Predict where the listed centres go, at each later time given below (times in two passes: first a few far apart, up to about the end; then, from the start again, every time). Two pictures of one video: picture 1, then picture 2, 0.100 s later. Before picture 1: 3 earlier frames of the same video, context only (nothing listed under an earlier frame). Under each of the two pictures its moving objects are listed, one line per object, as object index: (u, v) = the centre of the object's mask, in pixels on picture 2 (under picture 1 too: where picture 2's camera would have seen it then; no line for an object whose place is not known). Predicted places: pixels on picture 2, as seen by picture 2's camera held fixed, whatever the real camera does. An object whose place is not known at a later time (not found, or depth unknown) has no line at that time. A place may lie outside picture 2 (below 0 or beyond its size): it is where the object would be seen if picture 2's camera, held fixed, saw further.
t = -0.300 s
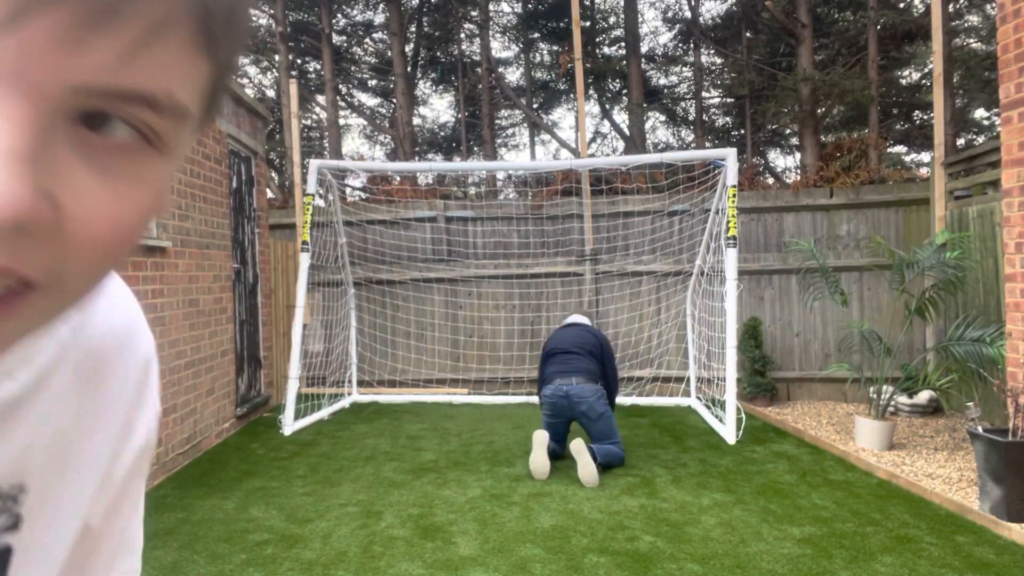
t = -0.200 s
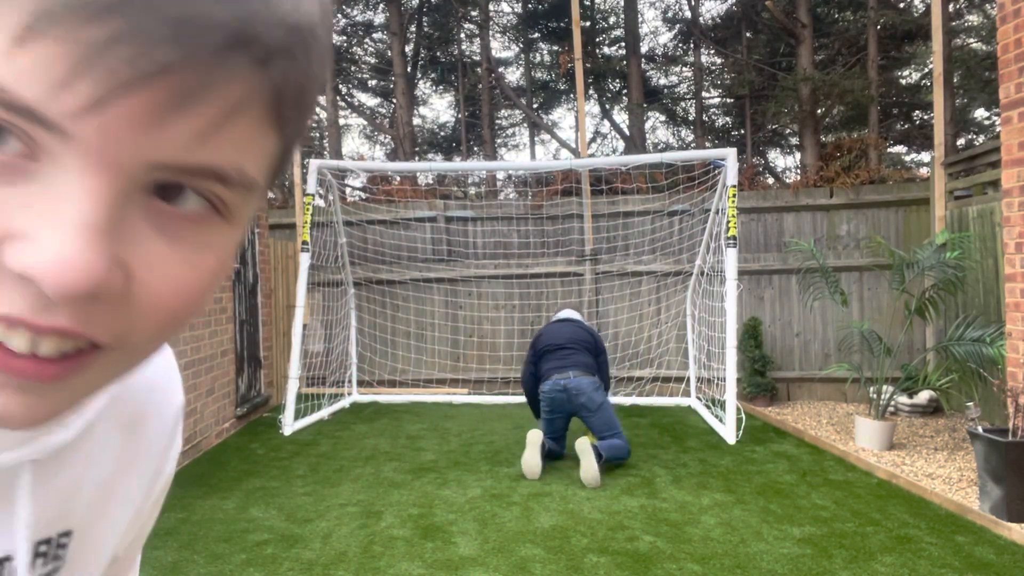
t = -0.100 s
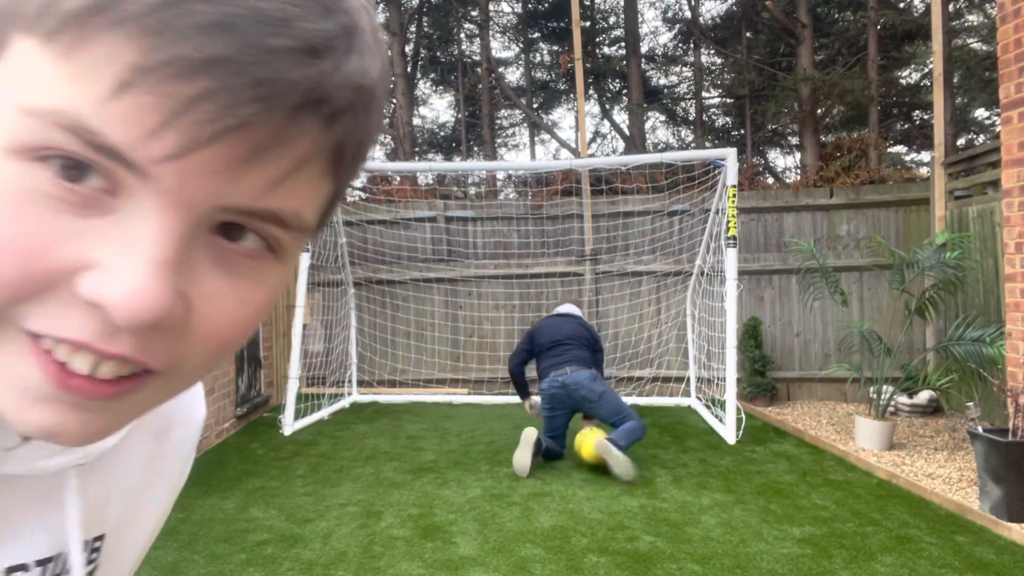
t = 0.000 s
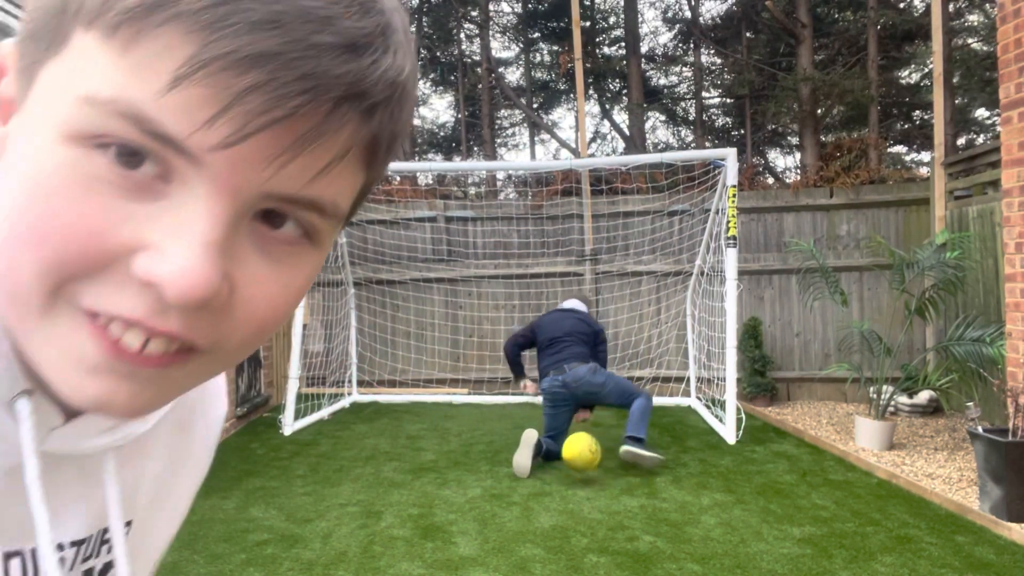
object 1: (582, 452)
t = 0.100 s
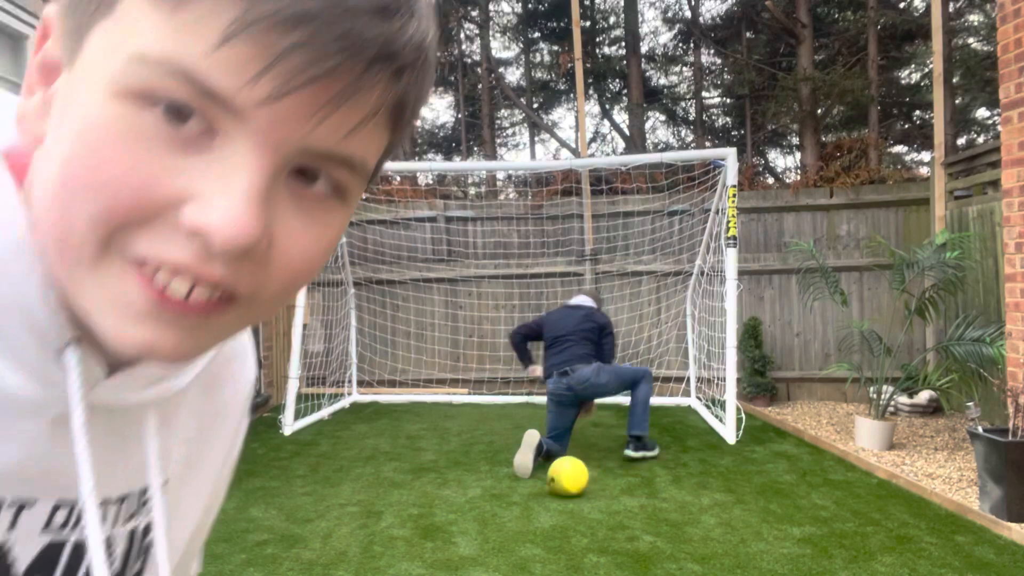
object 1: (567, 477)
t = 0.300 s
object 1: (552, 489)
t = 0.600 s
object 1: (521, 516)
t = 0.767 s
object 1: (502, 532)
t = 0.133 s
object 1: (565, 475)
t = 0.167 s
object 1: (563, 474)
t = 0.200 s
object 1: (560, 475)
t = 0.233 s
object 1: (557, 478)
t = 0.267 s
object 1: (555, 483)
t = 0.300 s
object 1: (552, 489)
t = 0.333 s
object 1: (550, 492)
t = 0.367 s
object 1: (547, 493)
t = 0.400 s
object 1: (544, 495)
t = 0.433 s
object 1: (540, 500)
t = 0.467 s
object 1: (536, 505)
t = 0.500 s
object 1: (533, 505)
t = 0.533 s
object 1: (529, 507)
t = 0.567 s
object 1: (525, 511)
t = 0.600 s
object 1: (521, 516)
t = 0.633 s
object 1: (518, 518)
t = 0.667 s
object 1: (513, 521)
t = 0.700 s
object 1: (510, 526)
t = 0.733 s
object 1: (506, 529)
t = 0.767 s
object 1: (502, 532)
